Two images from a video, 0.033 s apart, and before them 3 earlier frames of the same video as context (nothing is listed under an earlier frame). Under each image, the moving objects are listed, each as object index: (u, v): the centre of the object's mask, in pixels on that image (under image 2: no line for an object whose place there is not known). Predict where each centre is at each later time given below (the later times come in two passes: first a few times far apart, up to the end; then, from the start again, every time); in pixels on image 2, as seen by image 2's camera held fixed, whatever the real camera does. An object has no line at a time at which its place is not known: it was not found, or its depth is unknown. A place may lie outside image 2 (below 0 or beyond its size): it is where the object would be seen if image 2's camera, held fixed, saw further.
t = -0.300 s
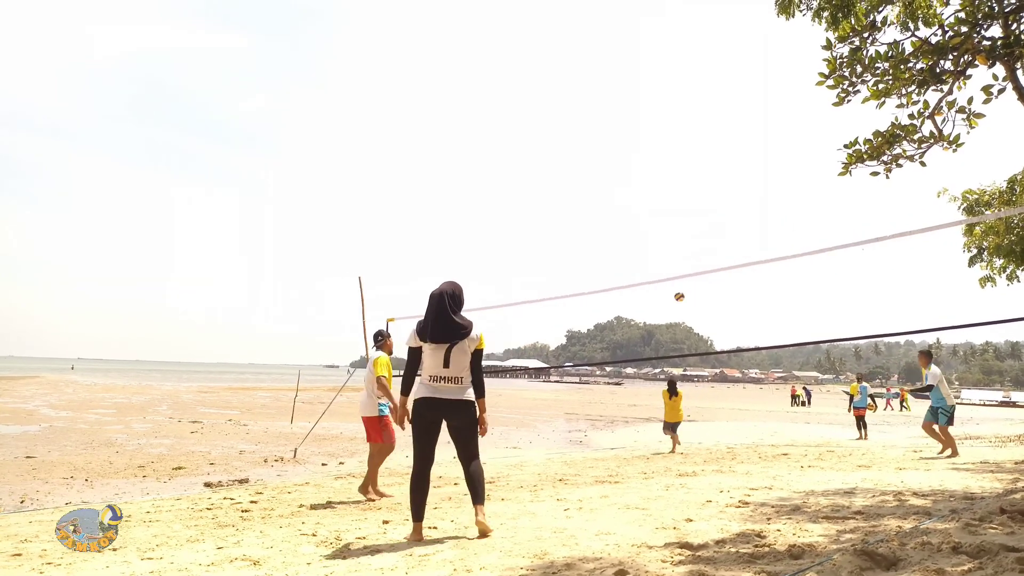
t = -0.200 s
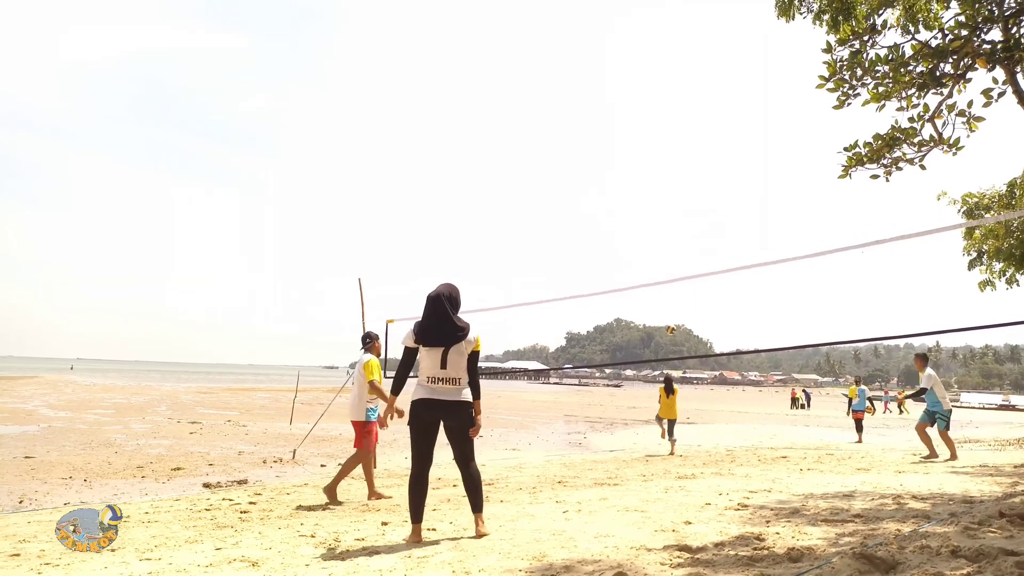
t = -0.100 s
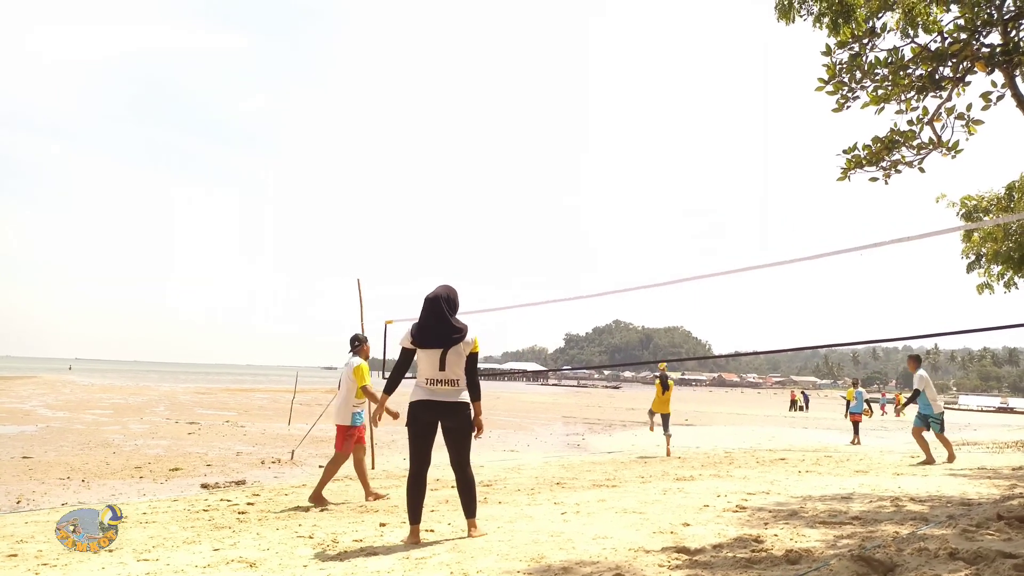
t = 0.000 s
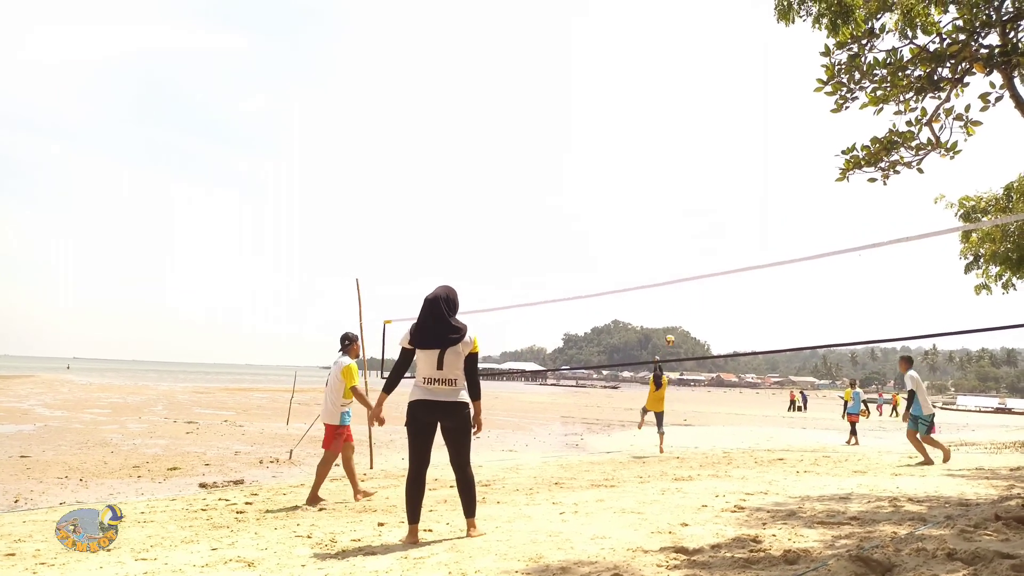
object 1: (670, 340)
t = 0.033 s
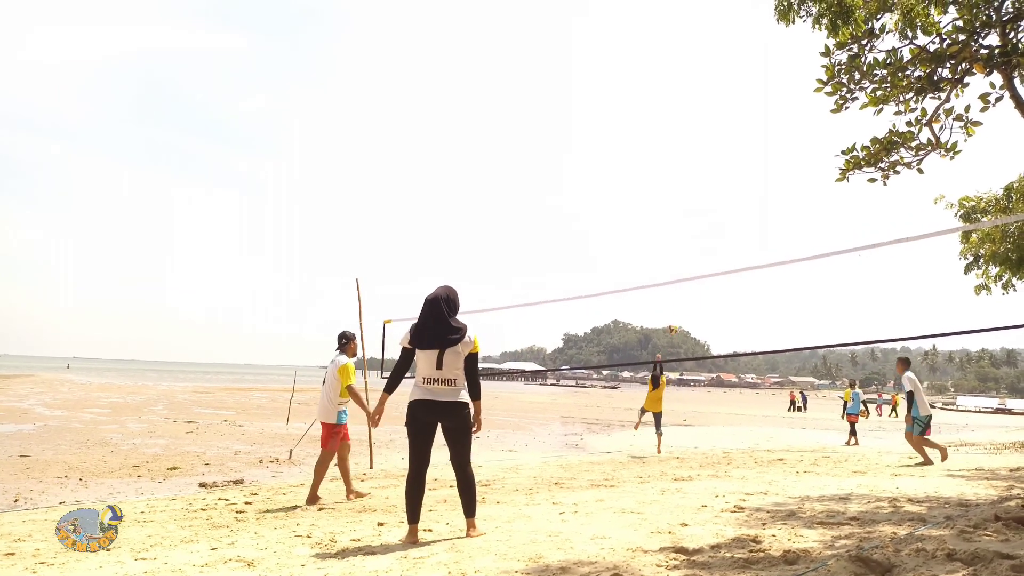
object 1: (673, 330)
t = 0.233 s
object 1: (695, 271)
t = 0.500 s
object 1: (727, 222)
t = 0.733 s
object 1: (756, 207)
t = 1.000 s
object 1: (794, 222)
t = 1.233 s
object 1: (831, 270)
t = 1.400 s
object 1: (857, 326)
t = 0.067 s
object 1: (676, 318)
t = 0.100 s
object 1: (680, 308)
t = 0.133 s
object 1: (684, 298)
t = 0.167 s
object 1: (688, 288)
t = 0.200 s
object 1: (692, 282)
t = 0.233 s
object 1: (695, 271)
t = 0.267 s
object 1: (699, 263)
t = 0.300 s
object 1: (704, 256)
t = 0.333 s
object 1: (708, 249)
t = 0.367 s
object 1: (711, 243)
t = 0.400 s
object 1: (715, 237)
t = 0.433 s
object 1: (720, 231)
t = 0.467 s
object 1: (724, 227)
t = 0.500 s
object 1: (727, 222)
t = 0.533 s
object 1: (732, 219)
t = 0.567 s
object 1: (735, 215)
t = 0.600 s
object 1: (740, 212)
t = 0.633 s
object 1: (744, 210)
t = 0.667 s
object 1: (748, 208)
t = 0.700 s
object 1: (752, 207)
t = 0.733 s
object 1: (756, 207)
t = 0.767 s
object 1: (761, 206)
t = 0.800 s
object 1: (765, 207)
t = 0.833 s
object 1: (770, 208)
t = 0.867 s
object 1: (774, 209)
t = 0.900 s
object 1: (779, 212)
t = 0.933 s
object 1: (784, 214)
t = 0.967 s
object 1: (789, 218)
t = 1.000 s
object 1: (794, 222)
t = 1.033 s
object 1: (799, 227)
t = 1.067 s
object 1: (804, 232)
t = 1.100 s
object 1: (809, 238)
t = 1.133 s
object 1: (815, 245)
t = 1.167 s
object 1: (820, 252)
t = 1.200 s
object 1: (826, 262)
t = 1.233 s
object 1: (831, 270)
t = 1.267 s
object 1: (836, 280)
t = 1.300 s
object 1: (841, 290)
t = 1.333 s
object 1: (847, 302)
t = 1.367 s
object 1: (852, 314)
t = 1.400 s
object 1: (857, 326)
